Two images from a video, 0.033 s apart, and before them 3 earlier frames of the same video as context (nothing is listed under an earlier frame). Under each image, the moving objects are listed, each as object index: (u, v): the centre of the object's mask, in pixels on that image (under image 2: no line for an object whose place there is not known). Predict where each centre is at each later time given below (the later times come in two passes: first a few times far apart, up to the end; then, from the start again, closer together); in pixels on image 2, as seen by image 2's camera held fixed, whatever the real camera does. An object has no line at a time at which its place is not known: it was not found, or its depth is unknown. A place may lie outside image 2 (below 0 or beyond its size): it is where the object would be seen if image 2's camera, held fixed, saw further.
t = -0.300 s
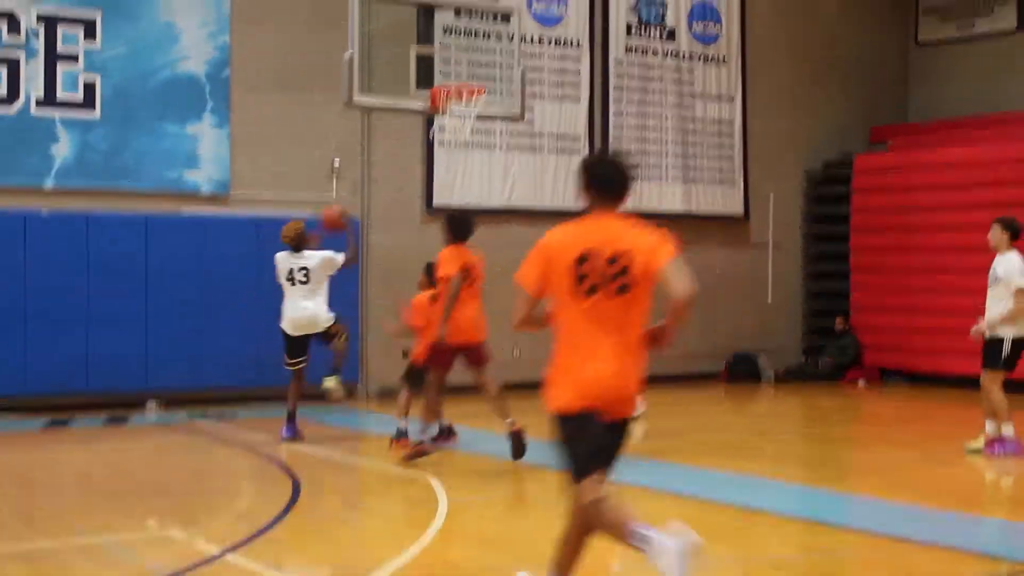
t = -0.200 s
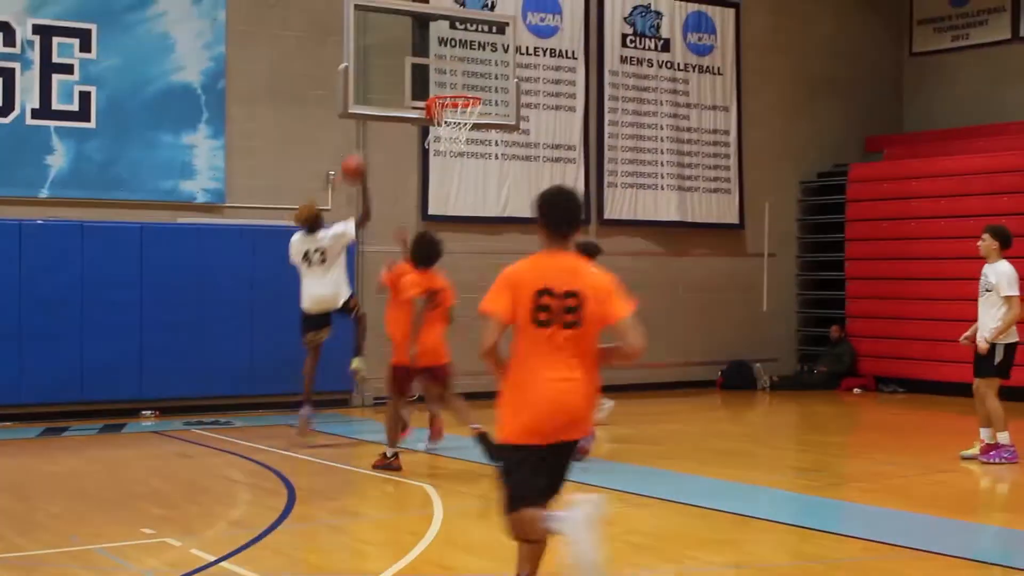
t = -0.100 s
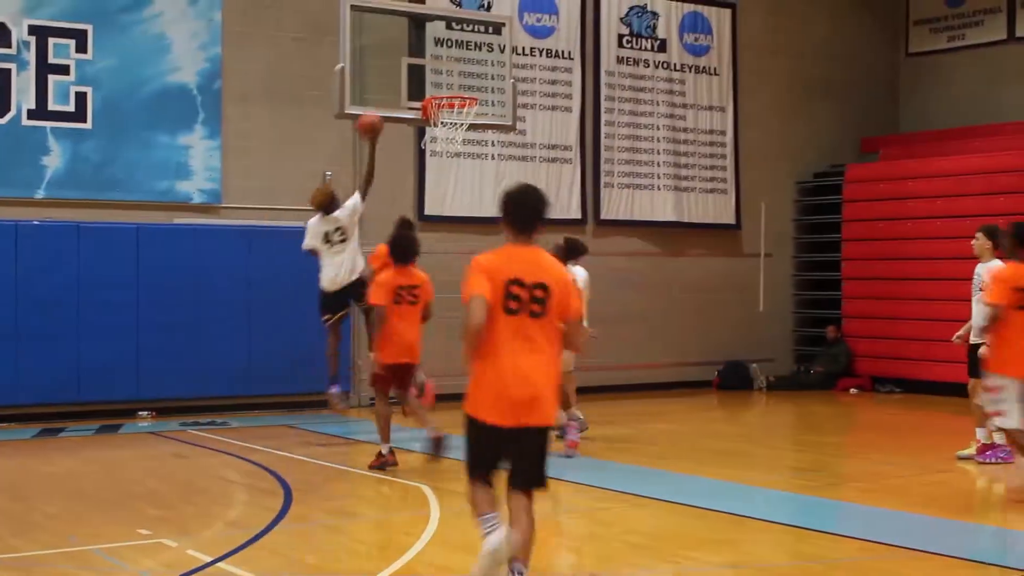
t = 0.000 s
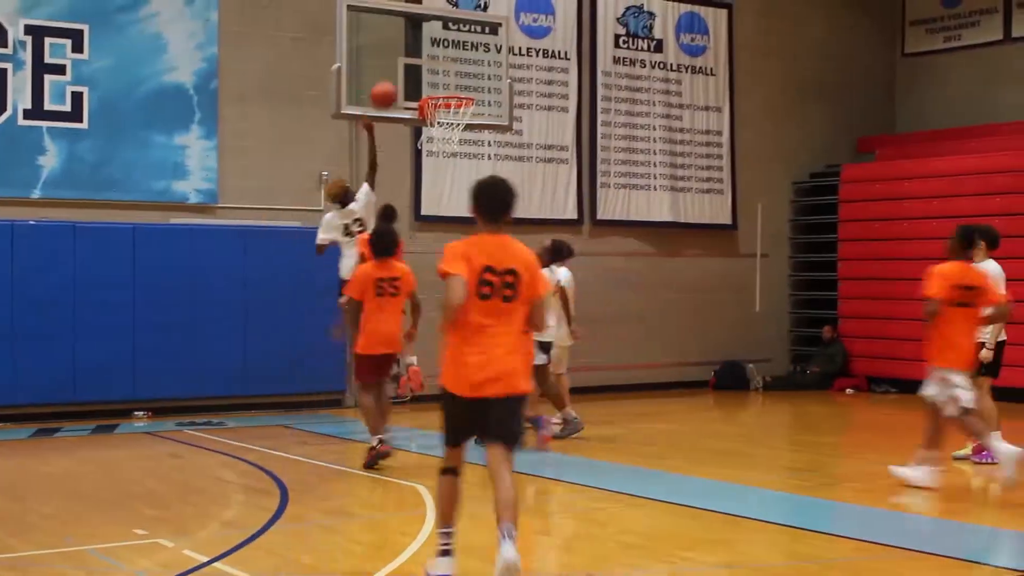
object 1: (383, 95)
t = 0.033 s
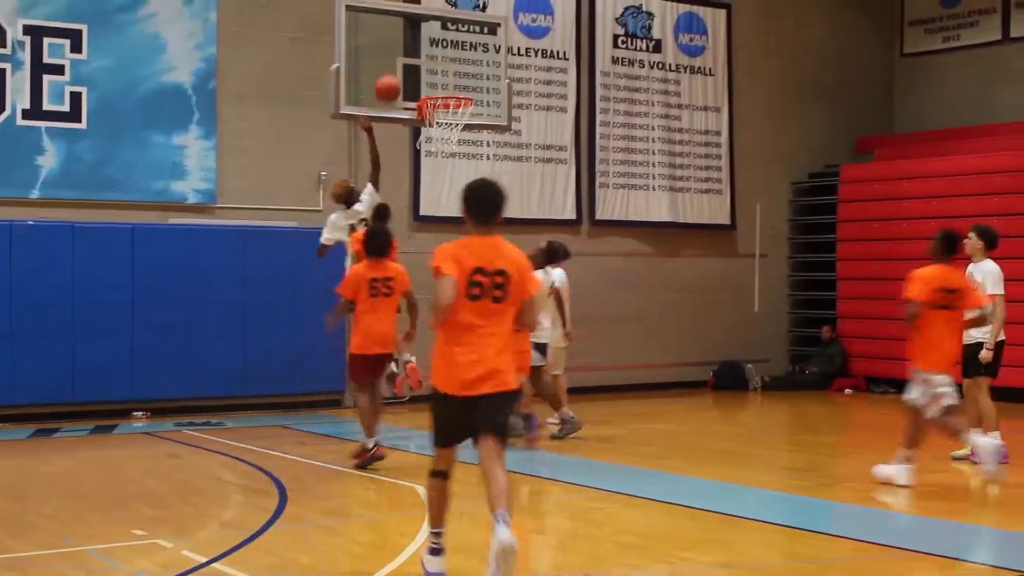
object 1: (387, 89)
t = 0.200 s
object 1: (414, 72)
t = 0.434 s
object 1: (451, 90)
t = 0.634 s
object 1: (449, 115)
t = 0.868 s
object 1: (433, 136)
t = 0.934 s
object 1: (429, 150)
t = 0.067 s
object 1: (393, 83)
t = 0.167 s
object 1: (407, 71)
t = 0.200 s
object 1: (414, 72)
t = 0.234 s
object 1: (419, 72)
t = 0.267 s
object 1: (424, 75)
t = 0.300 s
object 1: (430, 77)
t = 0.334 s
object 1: (436, 82)
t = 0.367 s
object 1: (441, 86)
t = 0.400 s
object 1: (447, 89)
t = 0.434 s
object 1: (451, 90)
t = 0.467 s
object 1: (456, 91)
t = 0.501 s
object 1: (459, 92)
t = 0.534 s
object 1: (456, 105)
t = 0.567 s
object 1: (455, 108)
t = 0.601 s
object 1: (452, 111)
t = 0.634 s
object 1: (449, 115)
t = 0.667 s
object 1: (447, 118)
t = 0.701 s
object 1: (444, 120)
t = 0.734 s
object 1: (440, 113)
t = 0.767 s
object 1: (438, 124)
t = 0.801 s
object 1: (437, 127)
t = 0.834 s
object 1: (435, 131)
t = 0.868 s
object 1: (433, 136)
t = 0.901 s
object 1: (432, 140)
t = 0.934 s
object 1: (429, 150)
